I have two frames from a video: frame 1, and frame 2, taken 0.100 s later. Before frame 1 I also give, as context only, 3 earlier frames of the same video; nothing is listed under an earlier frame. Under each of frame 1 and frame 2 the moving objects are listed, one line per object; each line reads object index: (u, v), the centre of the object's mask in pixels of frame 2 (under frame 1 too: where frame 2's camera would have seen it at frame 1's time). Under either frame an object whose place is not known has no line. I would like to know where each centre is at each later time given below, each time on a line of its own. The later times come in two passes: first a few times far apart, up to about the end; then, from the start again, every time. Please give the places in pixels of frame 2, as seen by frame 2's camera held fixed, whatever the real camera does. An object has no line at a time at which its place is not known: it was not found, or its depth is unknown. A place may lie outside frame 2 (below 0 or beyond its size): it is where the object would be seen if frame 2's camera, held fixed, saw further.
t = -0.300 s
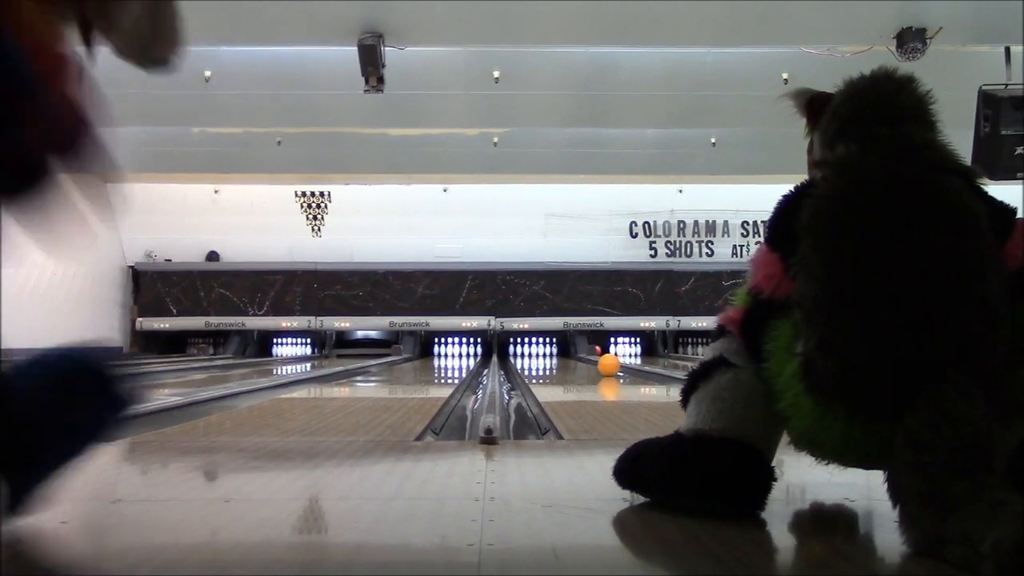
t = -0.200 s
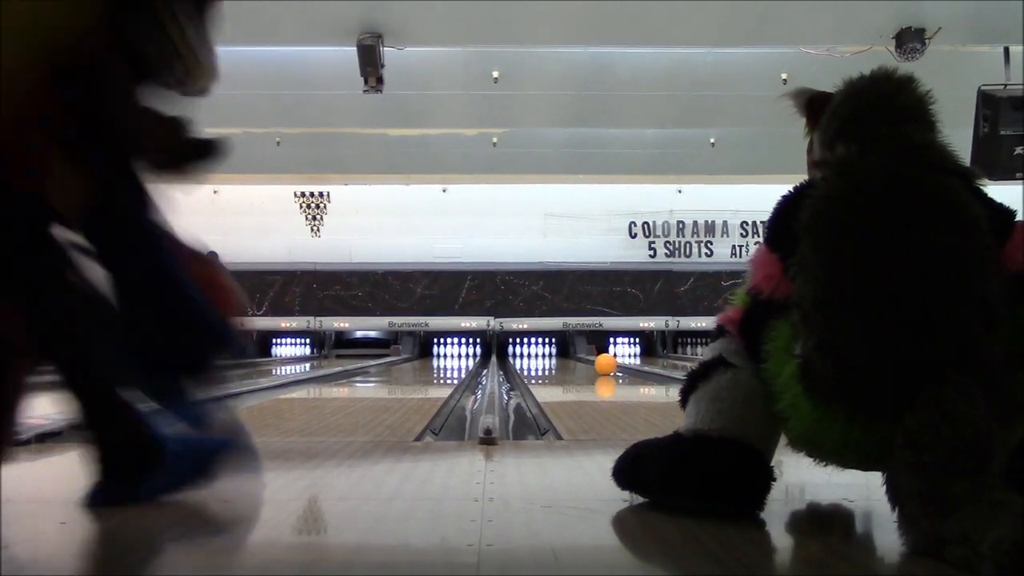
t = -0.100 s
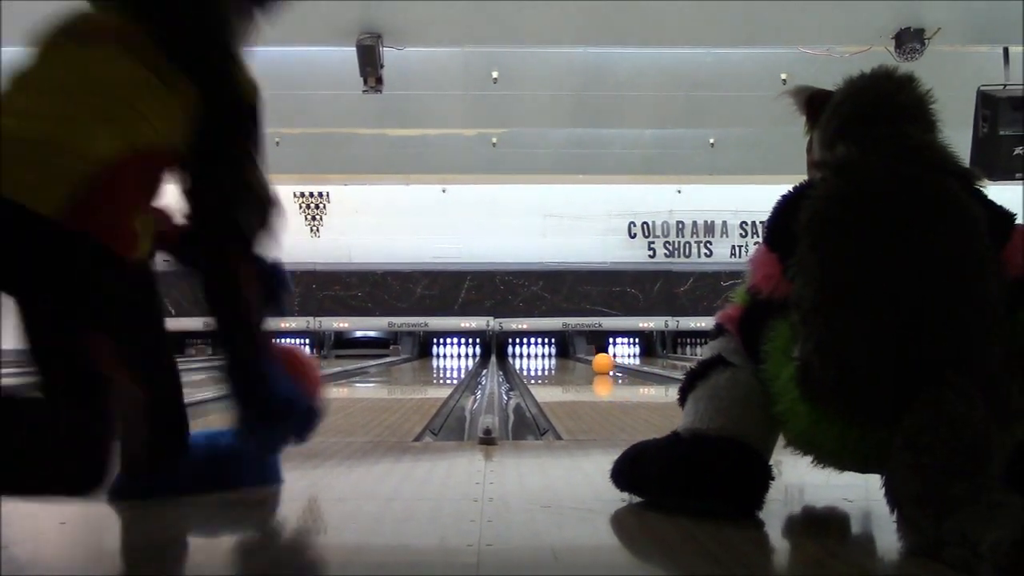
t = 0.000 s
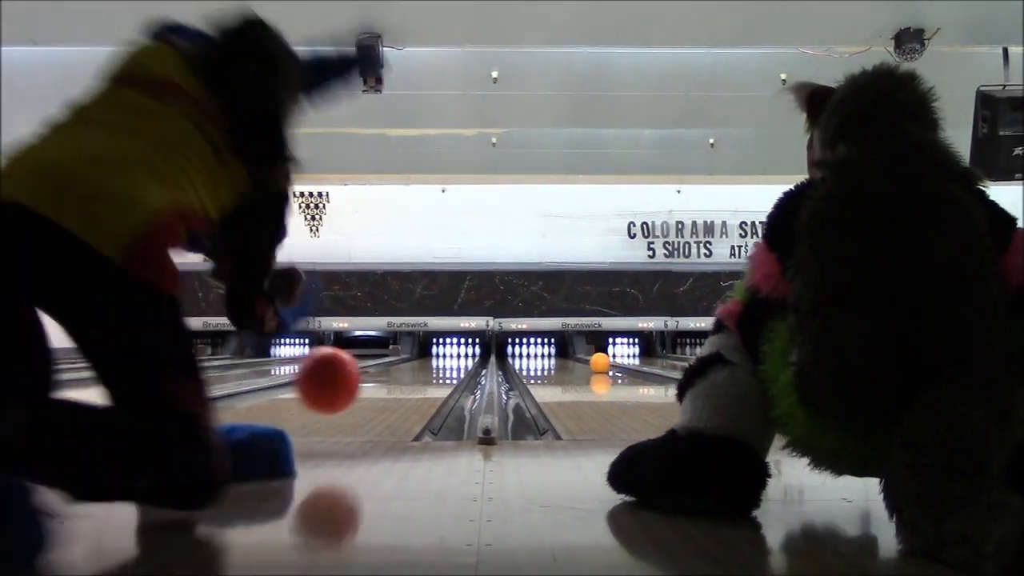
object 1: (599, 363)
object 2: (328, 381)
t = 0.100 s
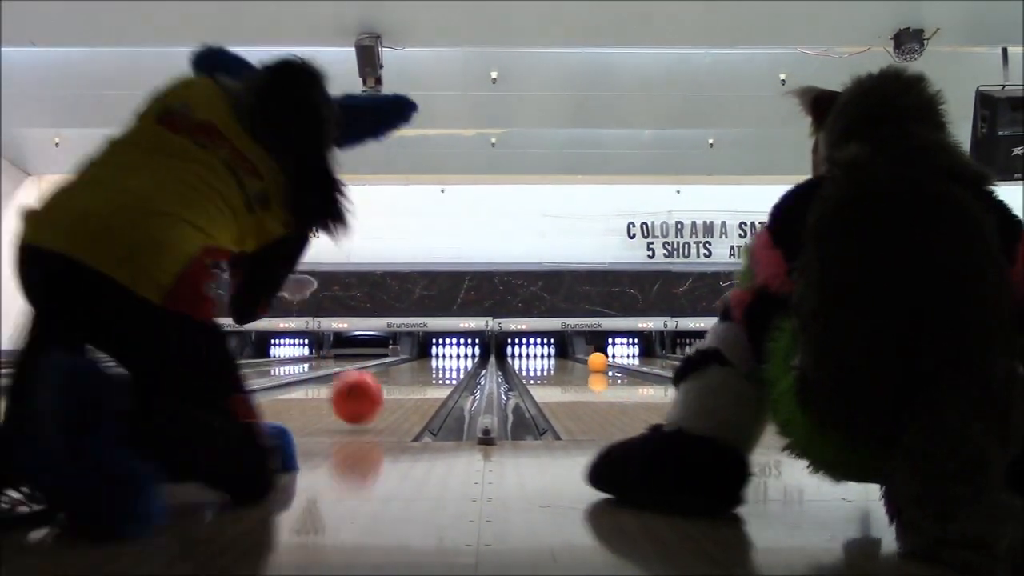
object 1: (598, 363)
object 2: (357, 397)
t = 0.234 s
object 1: (595, 362)
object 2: (380, 388)
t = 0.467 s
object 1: (586, 359)
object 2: (403, 375)
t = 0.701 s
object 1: (588, 359)
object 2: (416, 368)
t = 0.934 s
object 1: (585, 358)
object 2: (424, 363)
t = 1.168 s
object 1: (582, 357)
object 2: (430, 359)
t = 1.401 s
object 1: (580, 356)
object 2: (433, 357)
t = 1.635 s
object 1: (582, 357)
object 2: (436, 355)
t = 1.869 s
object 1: (580, 357)
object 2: (439, 353)
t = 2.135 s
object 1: (575, 356)
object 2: (443, 352)
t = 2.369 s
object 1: (573, 355)
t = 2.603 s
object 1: (571, 355)
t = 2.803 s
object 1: (569, 354)
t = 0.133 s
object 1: (597, 362)
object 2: (364, 396)
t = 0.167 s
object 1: (596, 362)
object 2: (370, 391)
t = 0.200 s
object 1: (596, 362)
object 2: (375, 389)
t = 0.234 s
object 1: (595, 362)
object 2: (380, 388)
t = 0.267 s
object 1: (594, 361)
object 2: (385, 386)
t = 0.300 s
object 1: (594, 361)
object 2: (389, 383)
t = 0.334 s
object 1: (593, 361)
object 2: (392, 381)
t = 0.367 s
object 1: (592, 361)
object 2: (395, 379)
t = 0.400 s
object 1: (592, 361)
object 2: (398, 378)
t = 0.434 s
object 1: (591, 356)
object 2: (401, 376)
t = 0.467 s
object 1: (586, 359)
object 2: (403, 375)
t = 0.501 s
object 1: (590, 359)
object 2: (405, 373)
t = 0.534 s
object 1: (590, 359)
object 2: (407, 372)
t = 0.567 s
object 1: (590, 359)
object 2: (409, 371)
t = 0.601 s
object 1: (589, 359)
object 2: (411, 370)
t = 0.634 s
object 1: (589, 359)
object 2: (413, 369)
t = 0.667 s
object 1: (589, 359)
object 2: (415, 369)
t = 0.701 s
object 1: (588, 359)
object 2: (416, 368)
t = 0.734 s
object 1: (588, 358)
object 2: (418, 367)
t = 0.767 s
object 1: (587, 358)
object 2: (419, 366)
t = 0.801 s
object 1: (587, 358)
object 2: (420, 365)
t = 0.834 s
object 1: (586, 358)
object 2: (421, 365)
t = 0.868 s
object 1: (586, 358)
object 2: (422, 364)
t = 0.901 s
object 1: (586, 358)
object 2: (423, 364)
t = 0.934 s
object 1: (585, 358)
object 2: (424, 363)
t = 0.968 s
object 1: (585, 358)
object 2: (425, 363)
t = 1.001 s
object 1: (584, 357)
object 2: (426, 362)
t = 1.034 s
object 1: (584, 357)
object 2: (427, 362)
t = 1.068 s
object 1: (584, 357)
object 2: (428, 361)
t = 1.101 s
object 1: (583, 357)
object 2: (428, 360)
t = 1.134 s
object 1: (583, 357)
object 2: (429, 360)
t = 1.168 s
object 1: (582, 357)
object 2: (430, 359)
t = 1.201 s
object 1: (582, 357)
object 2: (430, 359)
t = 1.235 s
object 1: (582, 357)
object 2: (431, 358)
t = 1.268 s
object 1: (581, 356)
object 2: (432, 358)
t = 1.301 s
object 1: (581, 356)
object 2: (432, 358)
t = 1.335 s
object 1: (581, 356)
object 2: (432, 357)
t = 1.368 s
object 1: (581, 356)
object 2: (433, 357)
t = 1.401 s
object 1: (580, 356)
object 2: (433, 357)
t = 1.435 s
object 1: (580, 356)
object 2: (434, 357)
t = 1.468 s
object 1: (580, 356)
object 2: (434, 356)
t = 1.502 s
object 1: (580, 356)
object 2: (435, 356)
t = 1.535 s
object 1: (580, 356)
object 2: (435, 355)
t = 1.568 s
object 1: (580, 356)
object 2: (436, 355)
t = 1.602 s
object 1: (581, 356)
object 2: (436, 355)
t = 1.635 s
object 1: (582, 357)
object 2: (436, 355)
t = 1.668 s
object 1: (582, 358)
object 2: (437, 355)
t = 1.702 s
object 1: (582, 357)
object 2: (437, 354)
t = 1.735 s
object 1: (580, 357)
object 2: (438, 354)
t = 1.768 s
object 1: (580, 357)
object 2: (438, 354)
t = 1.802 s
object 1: (580, 358)
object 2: (438, 354)
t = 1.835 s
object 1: (580, 358)
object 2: (438, 354)
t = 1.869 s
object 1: (580, 357)
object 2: (439, 353)
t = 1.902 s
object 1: (579, 358)
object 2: (440, 353)
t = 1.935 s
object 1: (578, 357)
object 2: (440, 353)
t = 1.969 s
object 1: (578, 357)
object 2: (441, 352)
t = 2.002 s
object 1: (577, 357)
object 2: (441, 353)
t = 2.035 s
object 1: (577, 357)
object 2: (441, 352)
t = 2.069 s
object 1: (576, 357)
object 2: (442, 352)
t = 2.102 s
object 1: (576, 356)
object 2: (442, 352)
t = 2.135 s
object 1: (575, 356)
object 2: (443, 352)
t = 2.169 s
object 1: (575, 356)
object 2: (443, 351)
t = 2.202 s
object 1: (575, 356)
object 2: (443, 351)
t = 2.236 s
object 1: (574, 356)
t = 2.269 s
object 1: (574, 356)
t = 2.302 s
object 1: (574, 356)
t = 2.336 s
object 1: (573, 356)
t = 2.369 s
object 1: (573, 355)
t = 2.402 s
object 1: (572, 355)
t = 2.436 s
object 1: (572, 355)
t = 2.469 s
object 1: (572, 355)
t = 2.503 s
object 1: (571, 355)
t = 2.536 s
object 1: (571, 355)
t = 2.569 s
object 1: (571, 355)
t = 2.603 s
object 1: (571, 355)
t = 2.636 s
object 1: (570, 355)
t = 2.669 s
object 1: (570, 354)
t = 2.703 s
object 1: (569, 354)
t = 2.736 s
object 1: (569, 354)
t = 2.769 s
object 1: (568, 354)
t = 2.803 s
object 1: (569, 354)
